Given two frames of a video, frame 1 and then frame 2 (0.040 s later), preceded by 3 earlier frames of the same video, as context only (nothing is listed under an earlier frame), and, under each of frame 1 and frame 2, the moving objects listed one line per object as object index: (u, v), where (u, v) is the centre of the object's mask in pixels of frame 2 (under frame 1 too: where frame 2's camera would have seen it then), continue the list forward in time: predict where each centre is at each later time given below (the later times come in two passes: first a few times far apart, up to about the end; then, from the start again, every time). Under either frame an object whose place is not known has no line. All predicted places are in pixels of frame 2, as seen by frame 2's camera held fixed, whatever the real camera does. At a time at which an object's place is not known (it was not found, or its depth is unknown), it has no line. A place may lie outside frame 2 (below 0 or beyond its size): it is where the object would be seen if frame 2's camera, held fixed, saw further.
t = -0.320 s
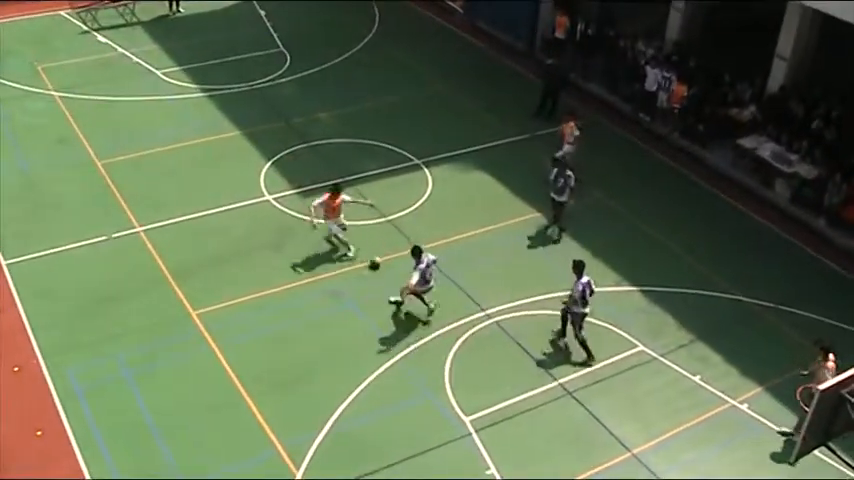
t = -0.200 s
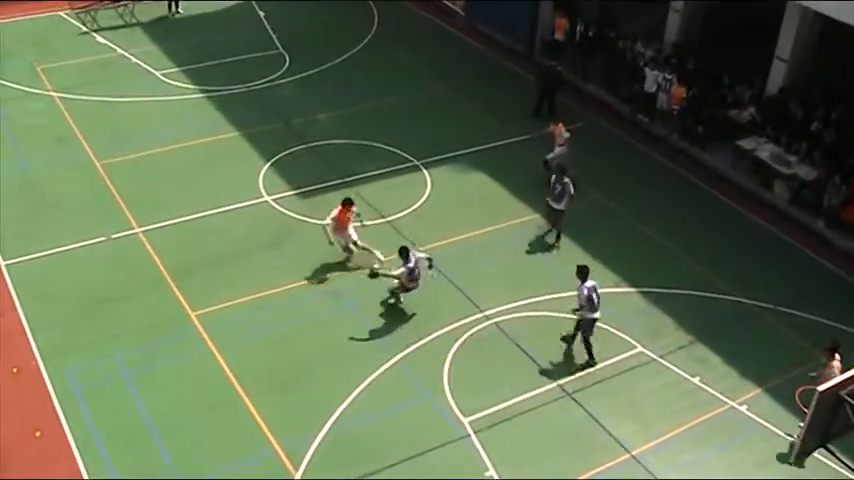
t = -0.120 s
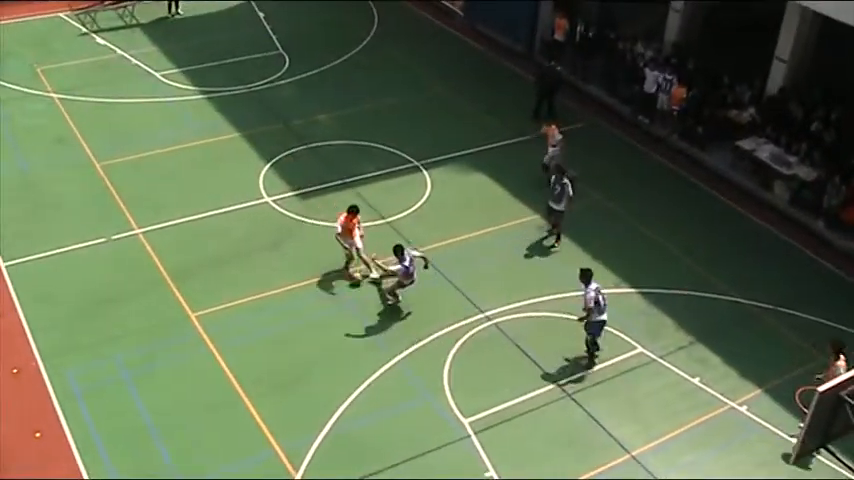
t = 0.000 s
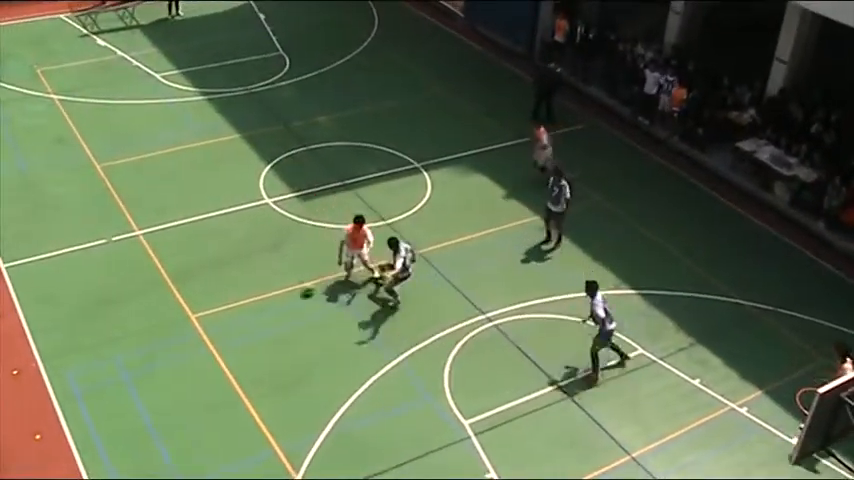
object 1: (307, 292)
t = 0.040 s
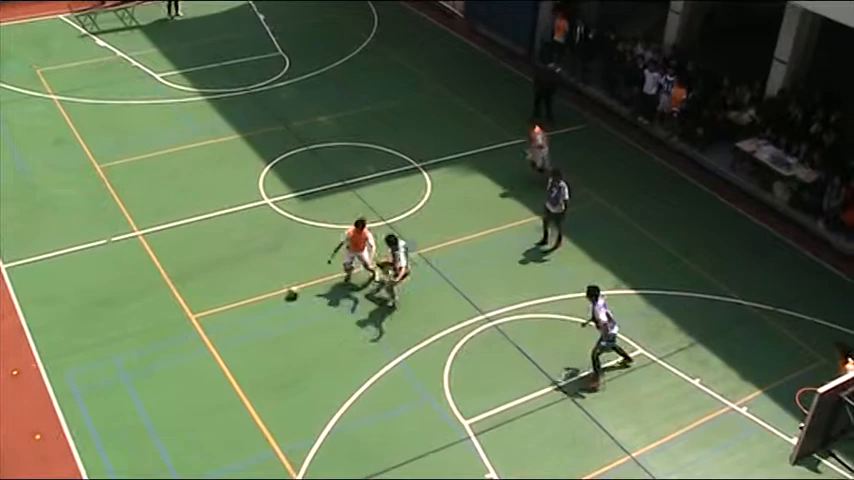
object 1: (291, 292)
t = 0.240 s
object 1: (221, 308)
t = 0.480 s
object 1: (153, 325)
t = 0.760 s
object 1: (80, 346)
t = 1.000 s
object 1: (16, 363)
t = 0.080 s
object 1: (276, 297)
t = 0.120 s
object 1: (261, 301)
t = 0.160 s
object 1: (248, 302)
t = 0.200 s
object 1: (234, 305)
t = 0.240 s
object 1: (221, 308)
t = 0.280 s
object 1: (208, 311)
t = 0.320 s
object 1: (197, 313)
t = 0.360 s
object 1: (185, 316)
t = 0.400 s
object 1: (174, 318)
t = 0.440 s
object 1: (164, 322)
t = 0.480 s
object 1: (153, 325)
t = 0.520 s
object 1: (143, 328)
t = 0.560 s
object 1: (133, 331)
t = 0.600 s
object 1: (122, 334)
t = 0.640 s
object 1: (112, 337)
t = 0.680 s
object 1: (101, 340)
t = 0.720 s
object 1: (91, 343)
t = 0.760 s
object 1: (80, 346)
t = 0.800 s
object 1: (70, 348)
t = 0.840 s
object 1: (59, 352)
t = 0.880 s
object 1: (47, 354)
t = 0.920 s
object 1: (38, 357)
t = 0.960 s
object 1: (27, 360)
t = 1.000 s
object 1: (16, 363)
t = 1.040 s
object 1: (5, 366)
